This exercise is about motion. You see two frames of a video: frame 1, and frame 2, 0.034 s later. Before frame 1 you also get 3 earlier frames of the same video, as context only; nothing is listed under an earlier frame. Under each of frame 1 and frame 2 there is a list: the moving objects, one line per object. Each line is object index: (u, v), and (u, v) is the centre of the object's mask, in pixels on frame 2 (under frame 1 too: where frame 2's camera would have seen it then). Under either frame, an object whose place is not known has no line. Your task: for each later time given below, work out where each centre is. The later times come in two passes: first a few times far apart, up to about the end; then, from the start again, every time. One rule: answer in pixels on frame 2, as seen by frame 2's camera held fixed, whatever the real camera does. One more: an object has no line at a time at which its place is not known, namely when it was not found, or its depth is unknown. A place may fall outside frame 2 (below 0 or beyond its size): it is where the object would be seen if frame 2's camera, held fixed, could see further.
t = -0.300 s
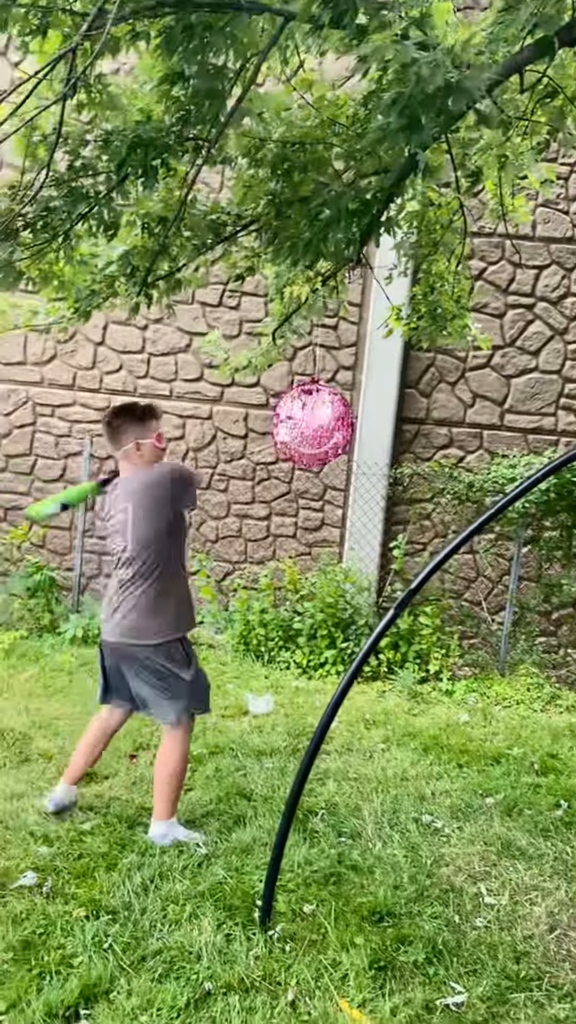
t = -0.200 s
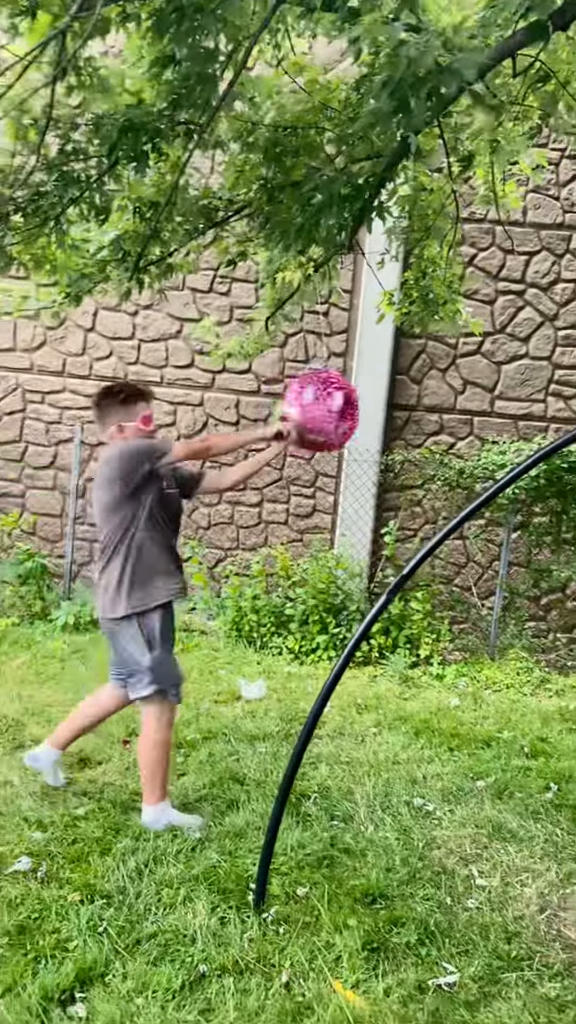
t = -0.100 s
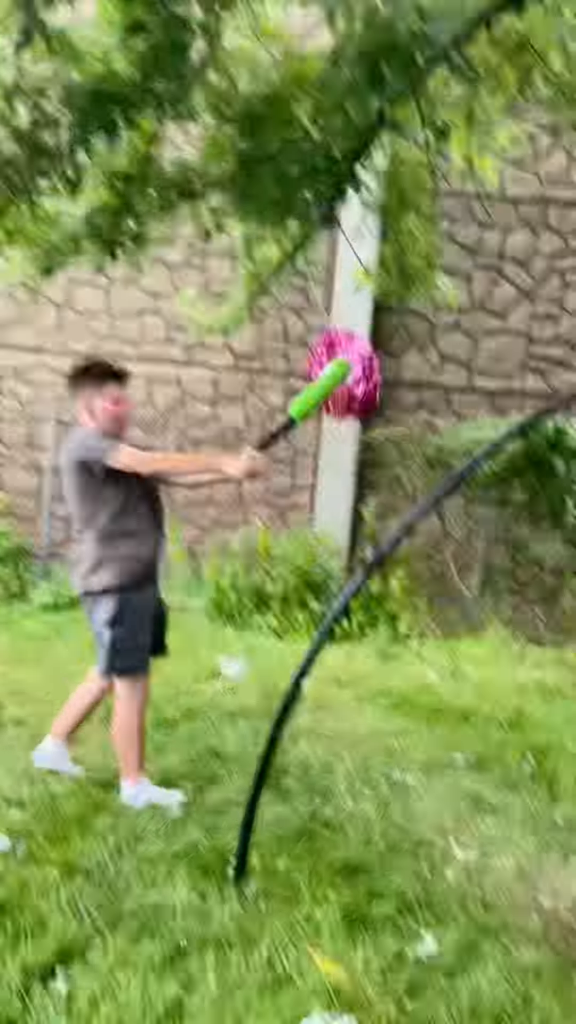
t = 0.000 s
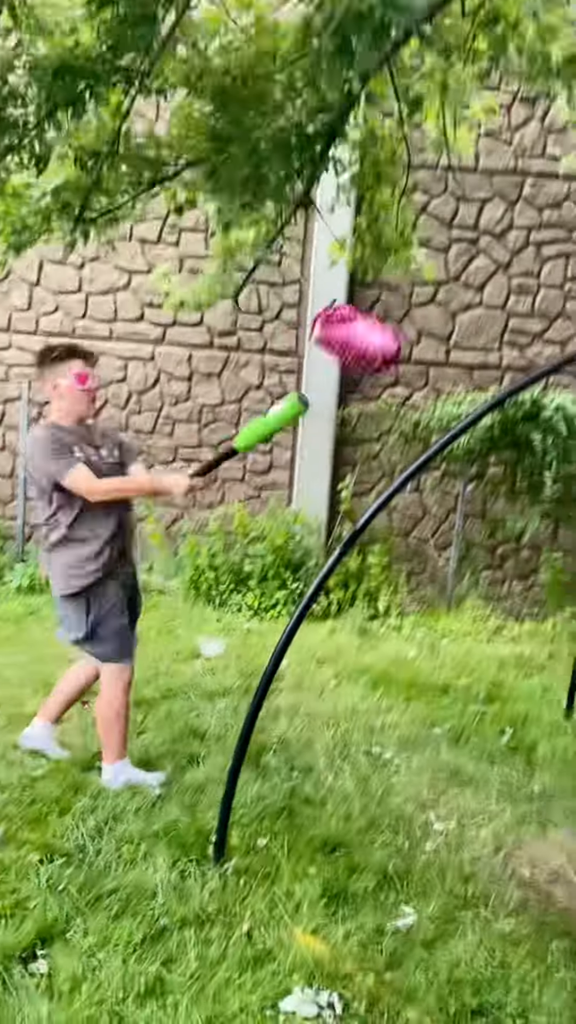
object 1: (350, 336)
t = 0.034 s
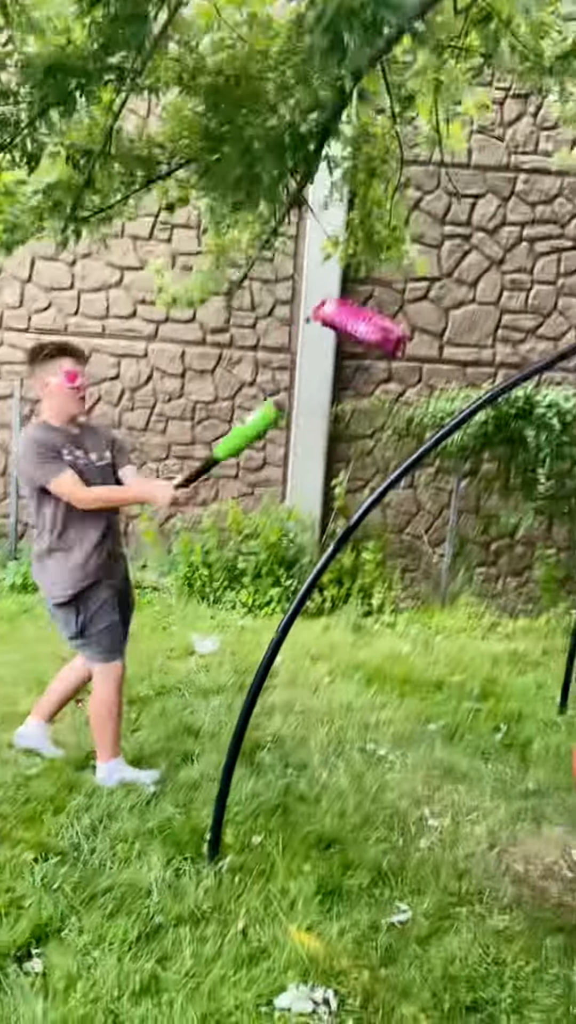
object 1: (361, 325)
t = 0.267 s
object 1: (370, 288)
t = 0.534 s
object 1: (311, 349)
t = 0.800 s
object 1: (204, 384)
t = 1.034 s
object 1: (107, 495)
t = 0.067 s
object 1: (370, 316)
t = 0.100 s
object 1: (375, 307)
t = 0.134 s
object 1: (378, 300)
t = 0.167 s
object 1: (377, 294)
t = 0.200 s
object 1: (374, 291)
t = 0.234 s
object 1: (371, 291)
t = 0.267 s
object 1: (370, 288)
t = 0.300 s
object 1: (367, 288)
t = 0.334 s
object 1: (360, 293)
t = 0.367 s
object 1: (352, 300)
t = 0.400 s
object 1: (345, 309)
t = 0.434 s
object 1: (339, 319)
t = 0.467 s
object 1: (326, 327)
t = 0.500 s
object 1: (320, 337)
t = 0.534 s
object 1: (311, 349)
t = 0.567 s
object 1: (298, 358)
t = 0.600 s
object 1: (287, 366)
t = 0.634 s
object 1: (278, 374)
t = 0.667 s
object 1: (264, 376)
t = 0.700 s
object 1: (250, 375)
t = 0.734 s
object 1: (235, 372)
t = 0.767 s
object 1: (219, 378)
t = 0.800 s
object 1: (204, 384)
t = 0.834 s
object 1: (187, 392)
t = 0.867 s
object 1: (173, 404)
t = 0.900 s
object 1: (160, 416)
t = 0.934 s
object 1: (145, 432)
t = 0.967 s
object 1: (131, 450)
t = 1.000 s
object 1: (116, 467)
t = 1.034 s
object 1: (107, 495)
